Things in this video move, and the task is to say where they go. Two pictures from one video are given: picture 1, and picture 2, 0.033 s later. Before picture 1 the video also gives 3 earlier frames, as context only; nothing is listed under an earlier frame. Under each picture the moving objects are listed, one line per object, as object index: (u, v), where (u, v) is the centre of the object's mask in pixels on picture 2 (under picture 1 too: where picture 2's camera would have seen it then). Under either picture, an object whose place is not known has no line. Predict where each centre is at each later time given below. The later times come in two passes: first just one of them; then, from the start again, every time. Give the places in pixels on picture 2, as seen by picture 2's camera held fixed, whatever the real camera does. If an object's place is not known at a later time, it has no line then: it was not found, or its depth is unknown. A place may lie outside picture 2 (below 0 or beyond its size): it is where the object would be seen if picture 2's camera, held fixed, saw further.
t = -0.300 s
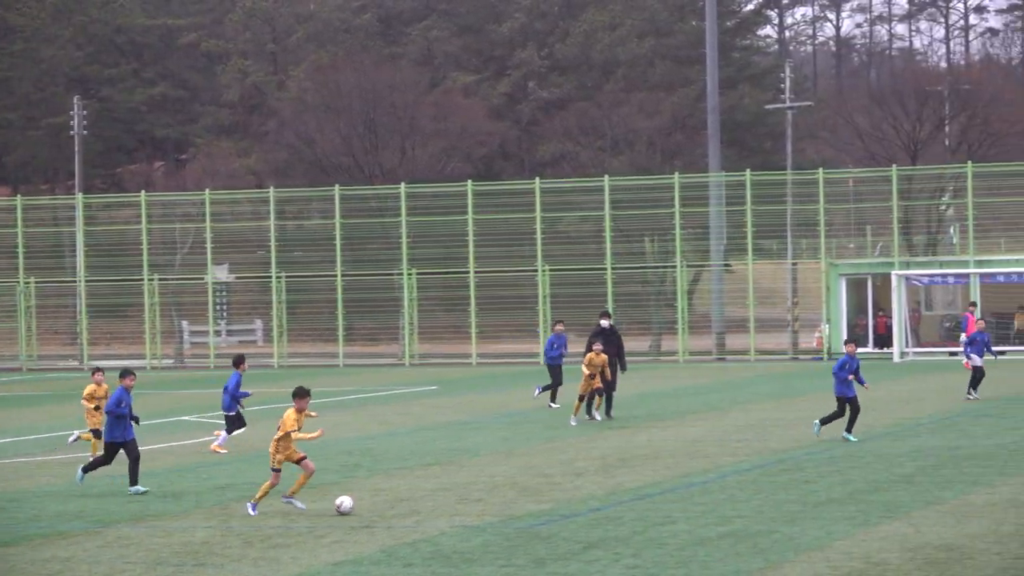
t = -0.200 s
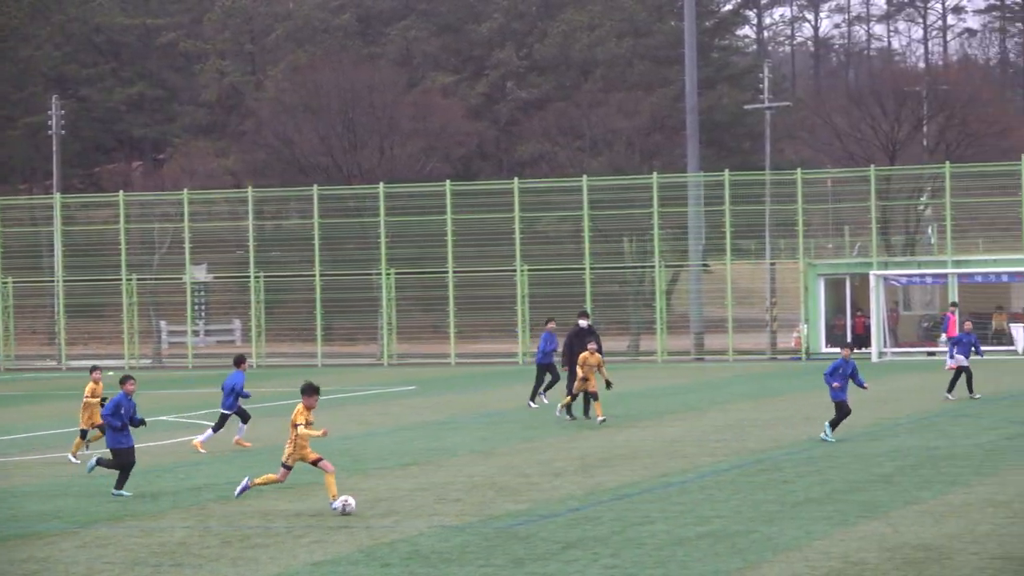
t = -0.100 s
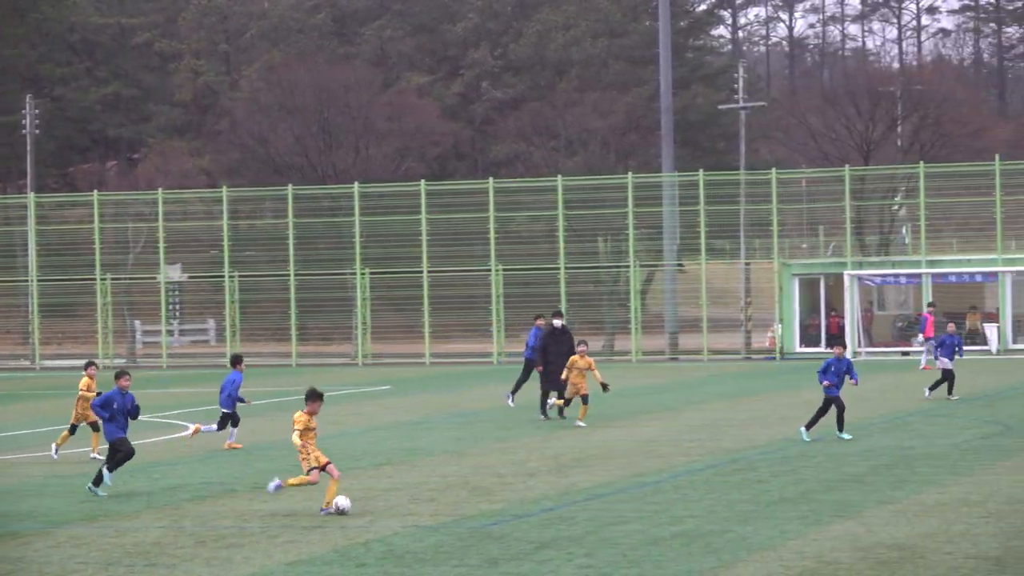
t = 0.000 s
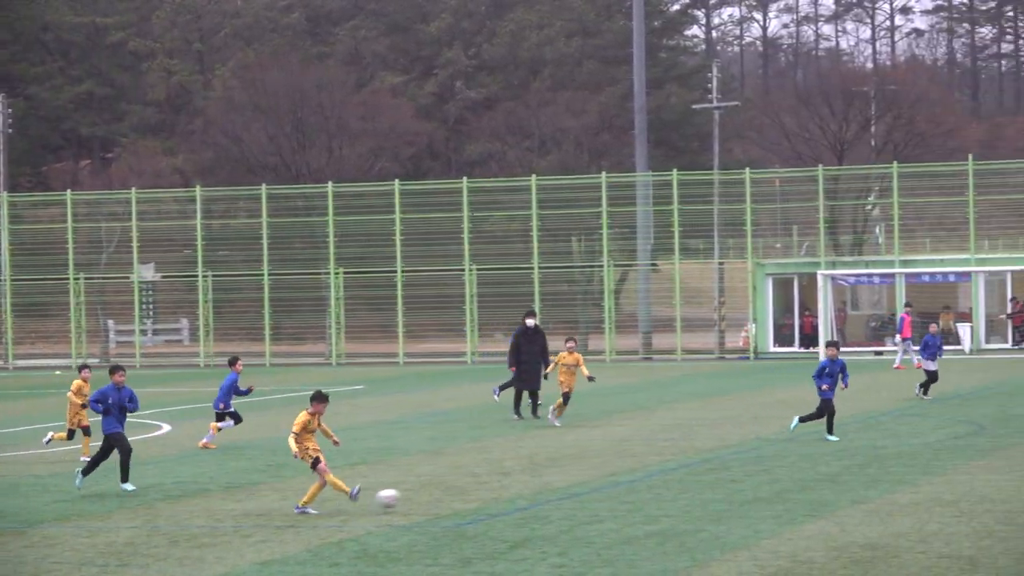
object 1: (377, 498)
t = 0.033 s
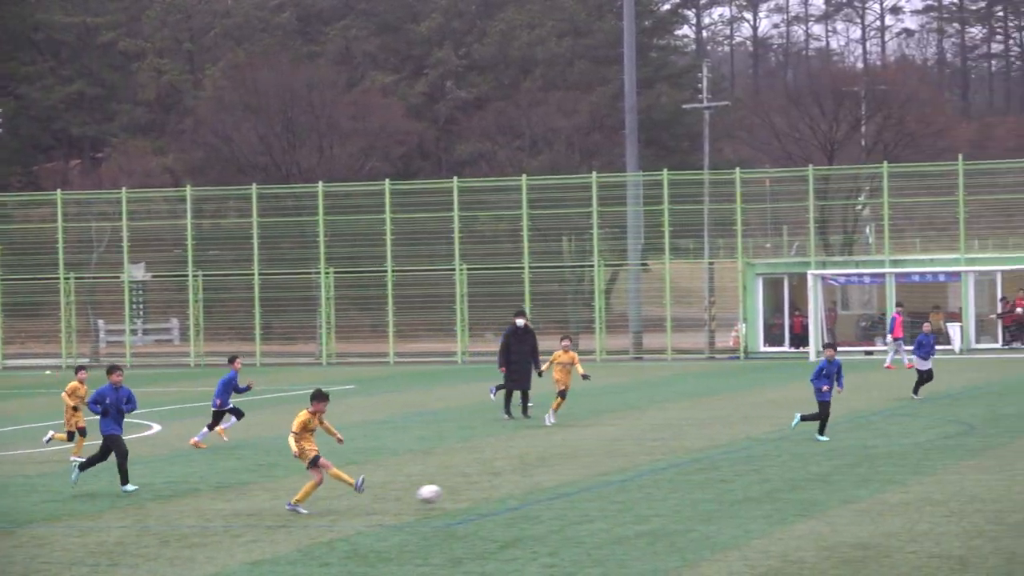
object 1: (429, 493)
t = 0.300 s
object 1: (786, 479)
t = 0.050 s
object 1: (454, 493)
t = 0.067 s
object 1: (478, 491)
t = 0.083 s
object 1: (503, 489)
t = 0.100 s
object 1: (527, 489)
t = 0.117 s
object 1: (551, 488)
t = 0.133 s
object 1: (575, 489)
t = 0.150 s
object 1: (598, 489)
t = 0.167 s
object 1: (622, 490)
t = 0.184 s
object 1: (644, 490)
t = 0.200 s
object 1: (665, 489)
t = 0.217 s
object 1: (686, 486)
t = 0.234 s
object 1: (707, 484)
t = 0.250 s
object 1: (727, 483)
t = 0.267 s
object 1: (748, 481)
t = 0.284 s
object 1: (767, 480)
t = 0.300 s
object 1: (786, 479)
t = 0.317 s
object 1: (806, 479)
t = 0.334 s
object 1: (826, 479)
